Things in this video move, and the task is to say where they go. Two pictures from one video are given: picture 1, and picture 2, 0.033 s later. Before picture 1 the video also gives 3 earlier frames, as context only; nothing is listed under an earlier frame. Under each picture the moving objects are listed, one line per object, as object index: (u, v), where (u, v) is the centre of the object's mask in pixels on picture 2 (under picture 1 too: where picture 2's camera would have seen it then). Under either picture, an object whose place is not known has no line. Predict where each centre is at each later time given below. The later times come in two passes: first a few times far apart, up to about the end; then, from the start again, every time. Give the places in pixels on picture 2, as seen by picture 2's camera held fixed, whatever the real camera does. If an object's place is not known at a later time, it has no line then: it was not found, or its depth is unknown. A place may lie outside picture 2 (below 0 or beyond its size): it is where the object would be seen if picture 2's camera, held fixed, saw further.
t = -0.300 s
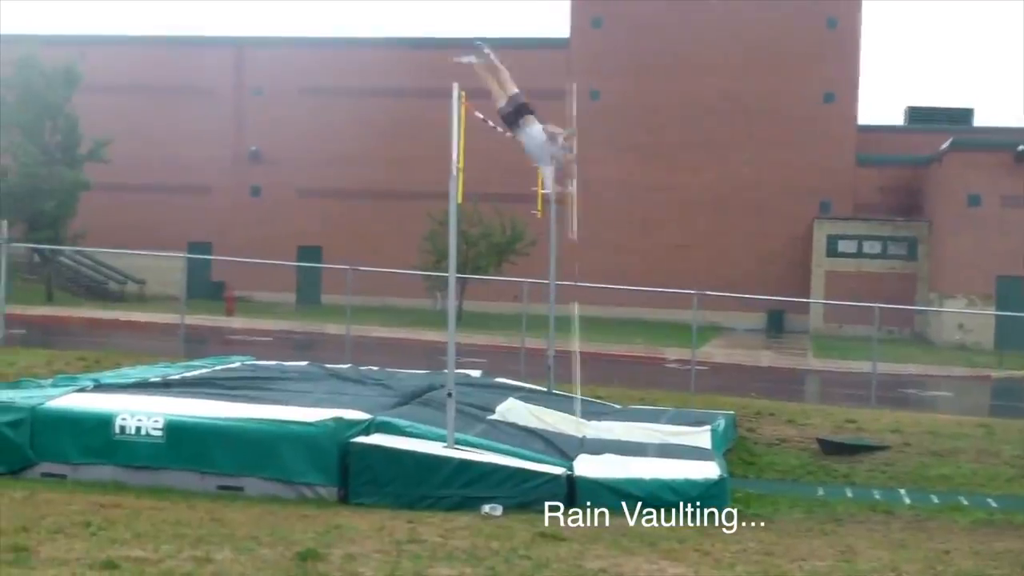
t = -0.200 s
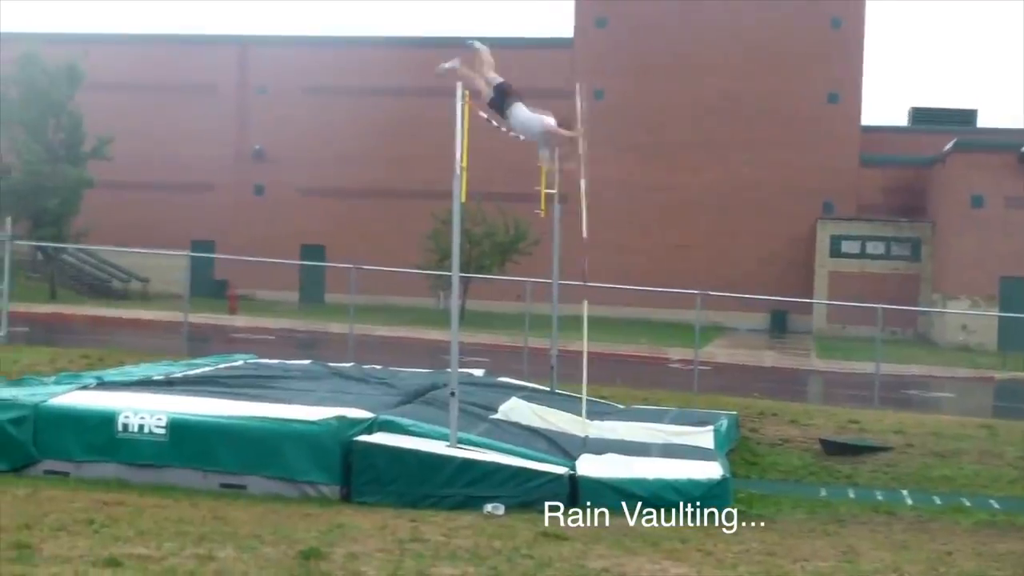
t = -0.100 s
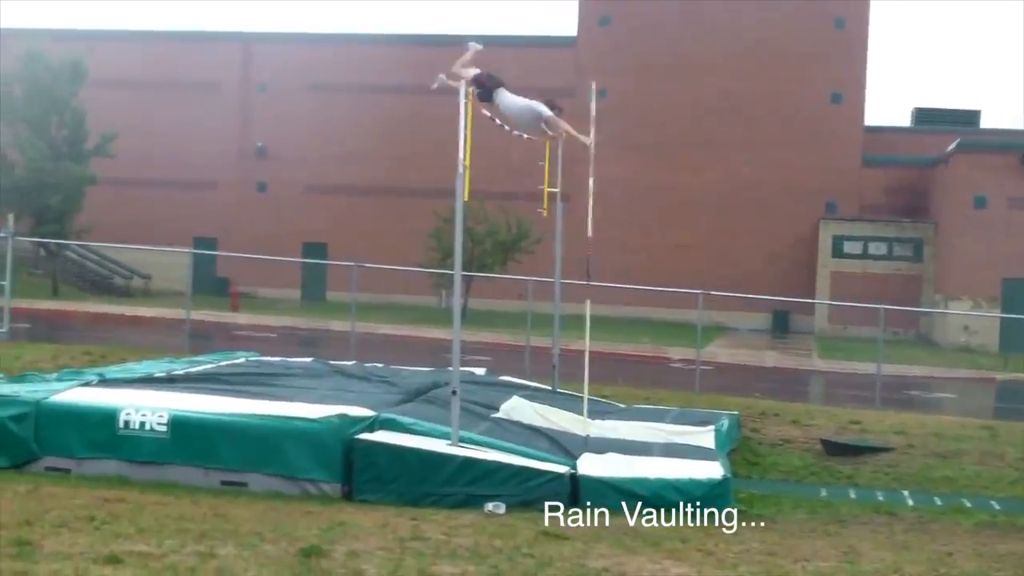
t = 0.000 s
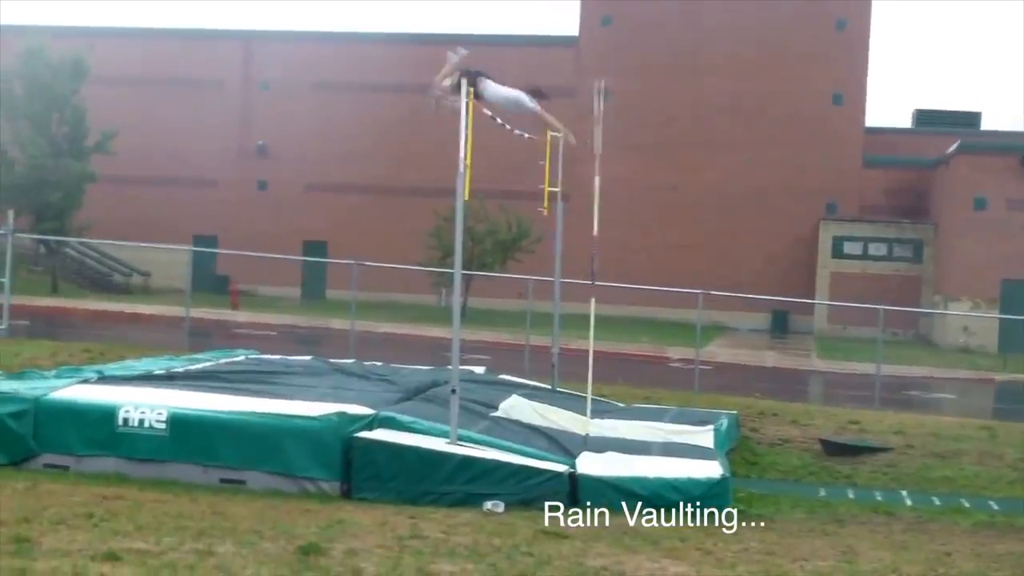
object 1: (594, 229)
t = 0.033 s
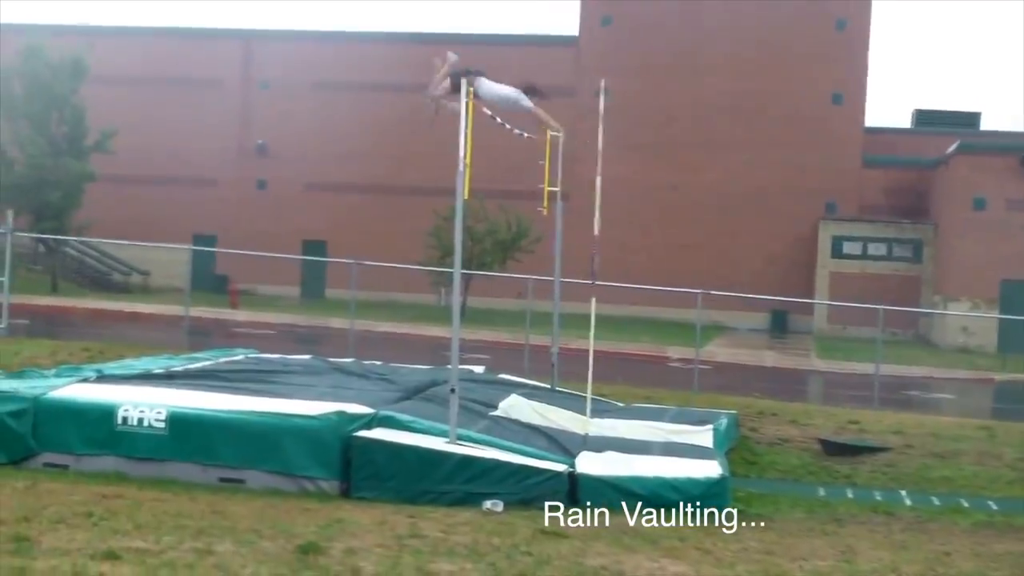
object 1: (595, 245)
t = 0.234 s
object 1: (606, 246)
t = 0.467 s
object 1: (621, 237)
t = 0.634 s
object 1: (635, 250)
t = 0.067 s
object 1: (597, 244)
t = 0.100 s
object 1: (599, 245)
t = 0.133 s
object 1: (601, 246)
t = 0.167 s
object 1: (602, 246)
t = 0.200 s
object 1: (604, 243)
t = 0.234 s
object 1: (606, 246)
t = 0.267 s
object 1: (607, 247)
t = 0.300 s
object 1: (609, 246)
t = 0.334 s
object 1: (611, 246)
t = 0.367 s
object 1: (613, 247)
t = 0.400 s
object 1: (615, 248)
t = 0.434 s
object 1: (618, 245)
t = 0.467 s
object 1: (621, 237)
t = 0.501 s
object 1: (624, 236)
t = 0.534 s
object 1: (626, 238)
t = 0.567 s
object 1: (636, 217)
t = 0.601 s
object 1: (634, 243)
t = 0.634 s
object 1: (635, 250)
